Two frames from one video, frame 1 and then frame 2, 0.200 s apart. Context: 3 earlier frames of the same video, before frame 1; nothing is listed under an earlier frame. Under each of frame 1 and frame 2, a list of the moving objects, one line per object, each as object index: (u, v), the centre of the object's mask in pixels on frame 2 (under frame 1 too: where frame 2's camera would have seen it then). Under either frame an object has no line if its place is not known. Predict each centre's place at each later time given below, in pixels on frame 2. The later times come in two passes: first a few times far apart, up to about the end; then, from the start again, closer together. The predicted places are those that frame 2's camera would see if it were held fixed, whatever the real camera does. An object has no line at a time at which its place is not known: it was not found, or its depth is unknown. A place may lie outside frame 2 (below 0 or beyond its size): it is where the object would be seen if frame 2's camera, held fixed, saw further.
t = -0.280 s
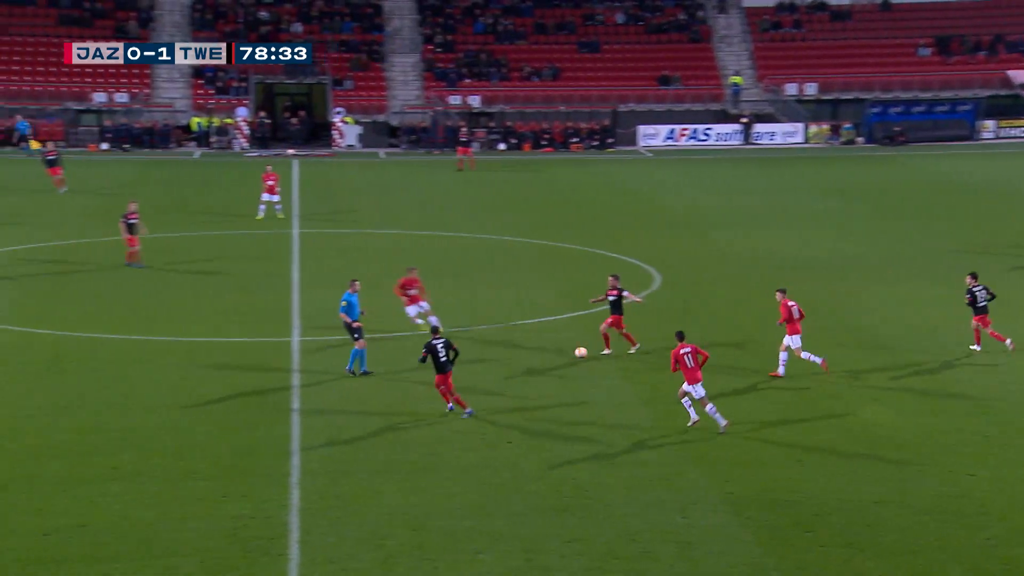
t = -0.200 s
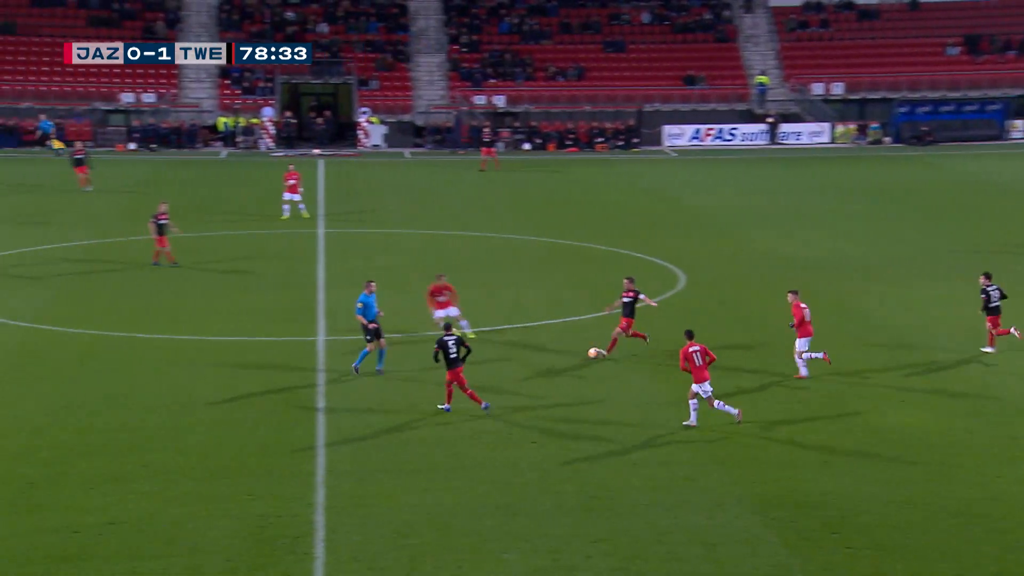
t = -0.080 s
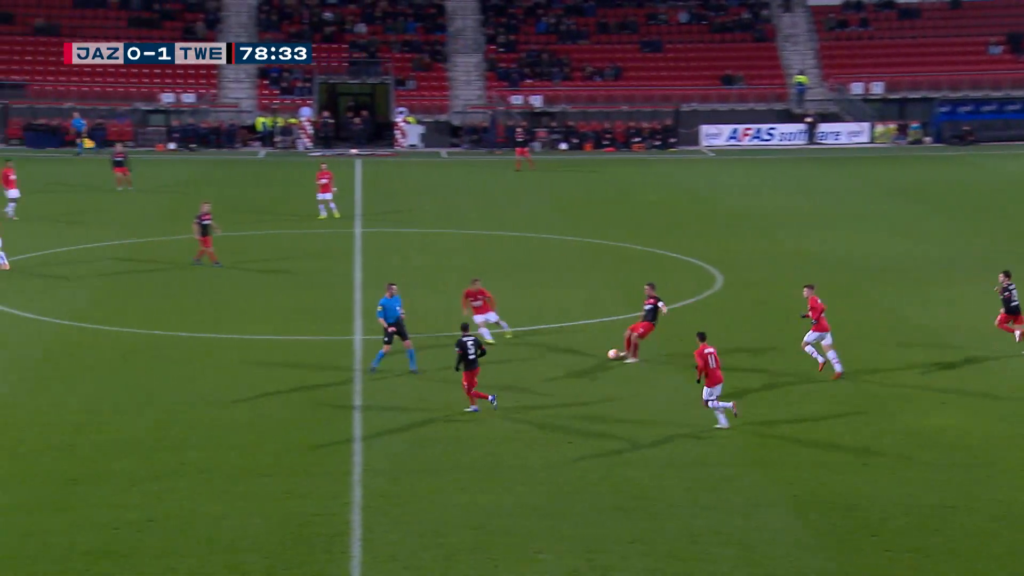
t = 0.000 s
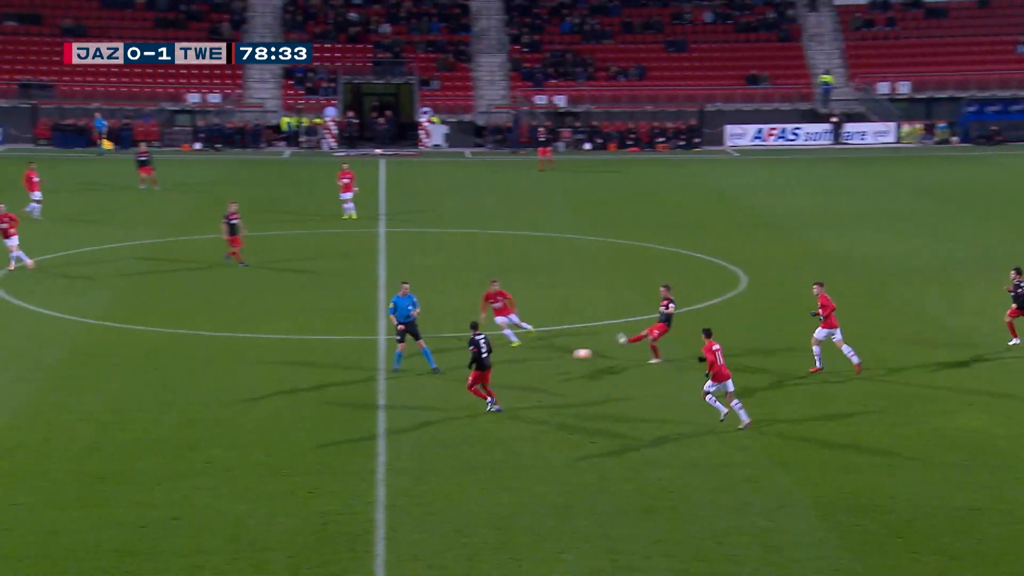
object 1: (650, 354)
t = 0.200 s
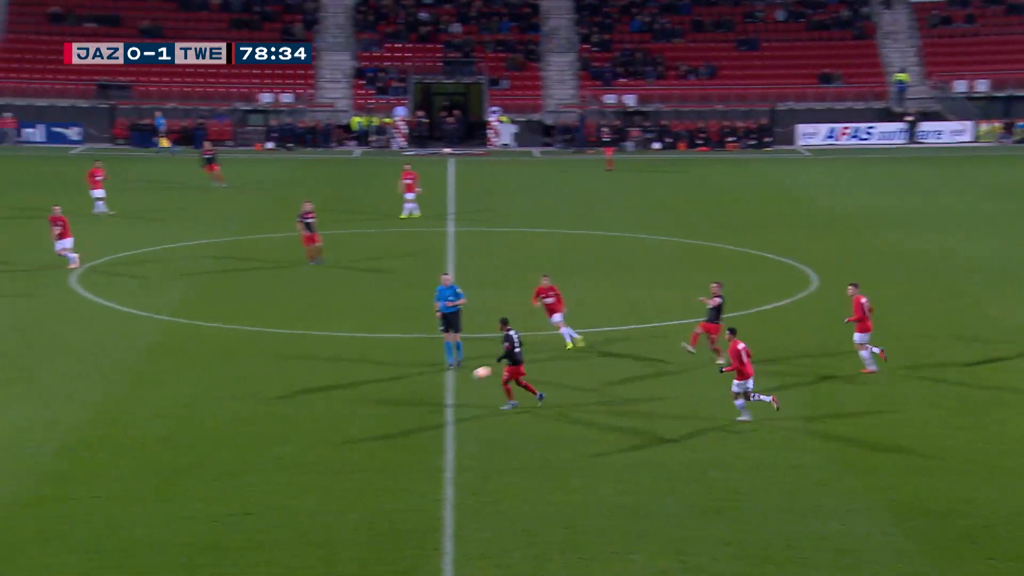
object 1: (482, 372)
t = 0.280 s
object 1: (411, 390)
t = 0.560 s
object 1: (149, 457)
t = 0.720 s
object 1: (-2, 496)
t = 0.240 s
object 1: (445, 381)
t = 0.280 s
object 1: (411, 390)
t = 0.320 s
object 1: (374, 400)
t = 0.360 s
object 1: (337, 412)
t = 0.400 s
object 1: (299, 427)
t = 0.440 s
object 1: (260, 443)
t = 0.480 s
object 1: (224, 448)
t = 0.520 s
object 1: (188, 452)
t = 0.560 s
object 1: (149, 457)
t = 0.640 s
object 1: (74, 472)
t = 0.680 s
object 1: (37, 483)
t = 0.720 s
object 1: (-2, 496)
